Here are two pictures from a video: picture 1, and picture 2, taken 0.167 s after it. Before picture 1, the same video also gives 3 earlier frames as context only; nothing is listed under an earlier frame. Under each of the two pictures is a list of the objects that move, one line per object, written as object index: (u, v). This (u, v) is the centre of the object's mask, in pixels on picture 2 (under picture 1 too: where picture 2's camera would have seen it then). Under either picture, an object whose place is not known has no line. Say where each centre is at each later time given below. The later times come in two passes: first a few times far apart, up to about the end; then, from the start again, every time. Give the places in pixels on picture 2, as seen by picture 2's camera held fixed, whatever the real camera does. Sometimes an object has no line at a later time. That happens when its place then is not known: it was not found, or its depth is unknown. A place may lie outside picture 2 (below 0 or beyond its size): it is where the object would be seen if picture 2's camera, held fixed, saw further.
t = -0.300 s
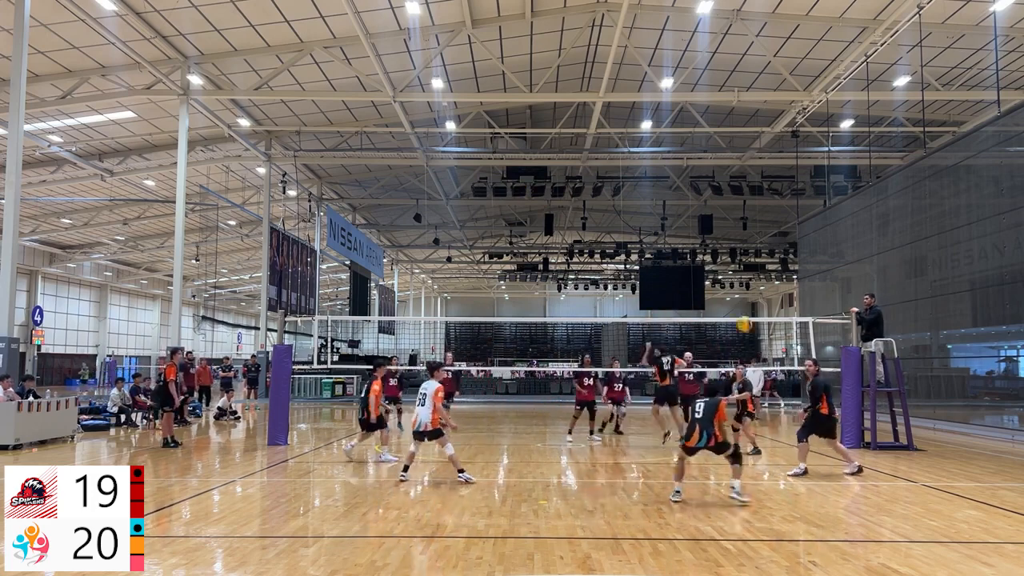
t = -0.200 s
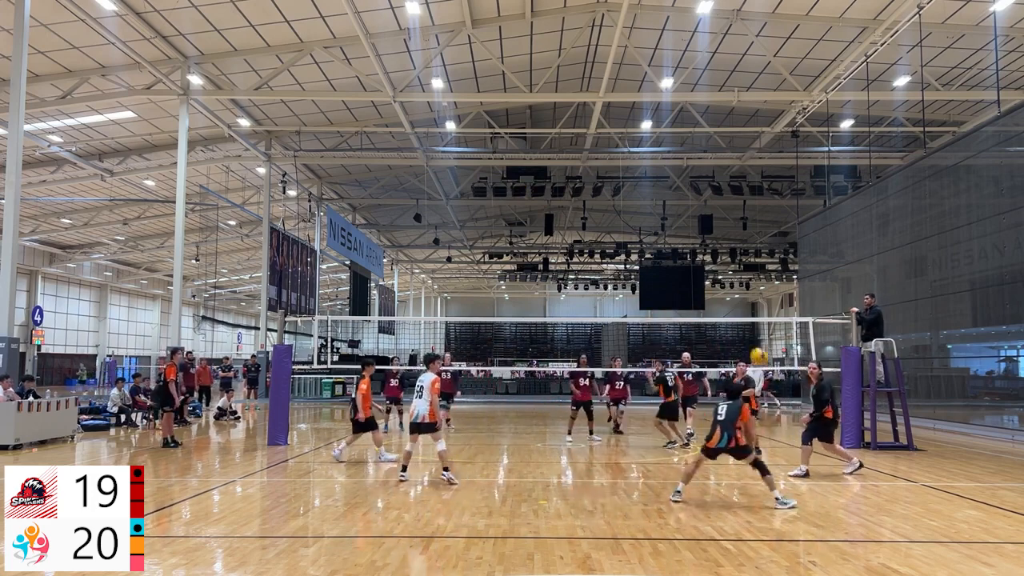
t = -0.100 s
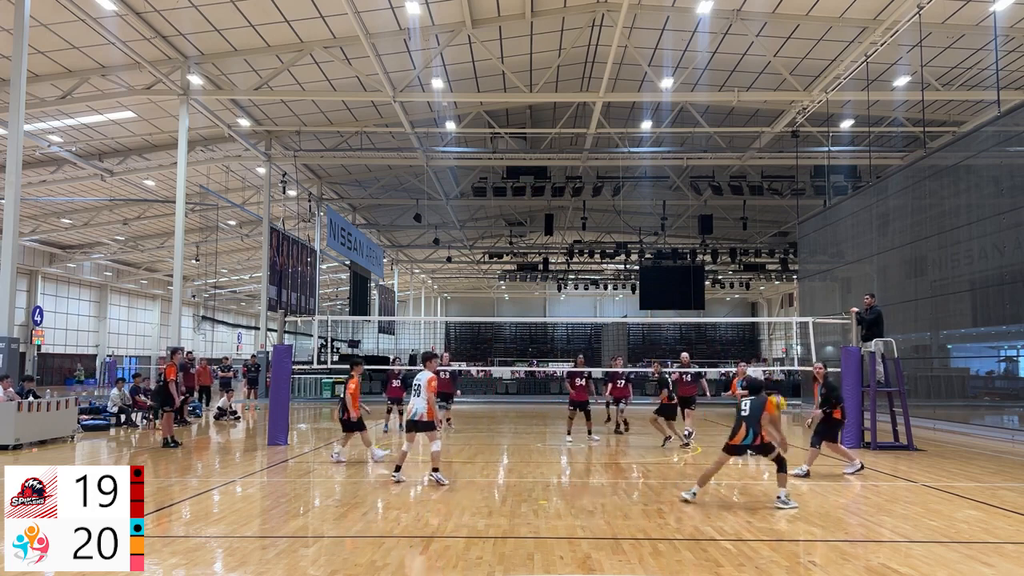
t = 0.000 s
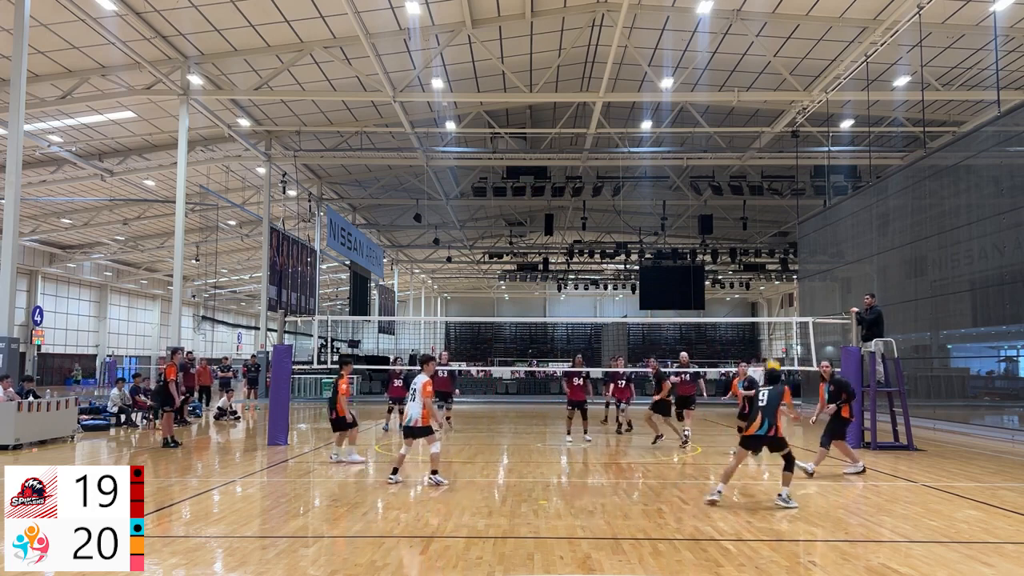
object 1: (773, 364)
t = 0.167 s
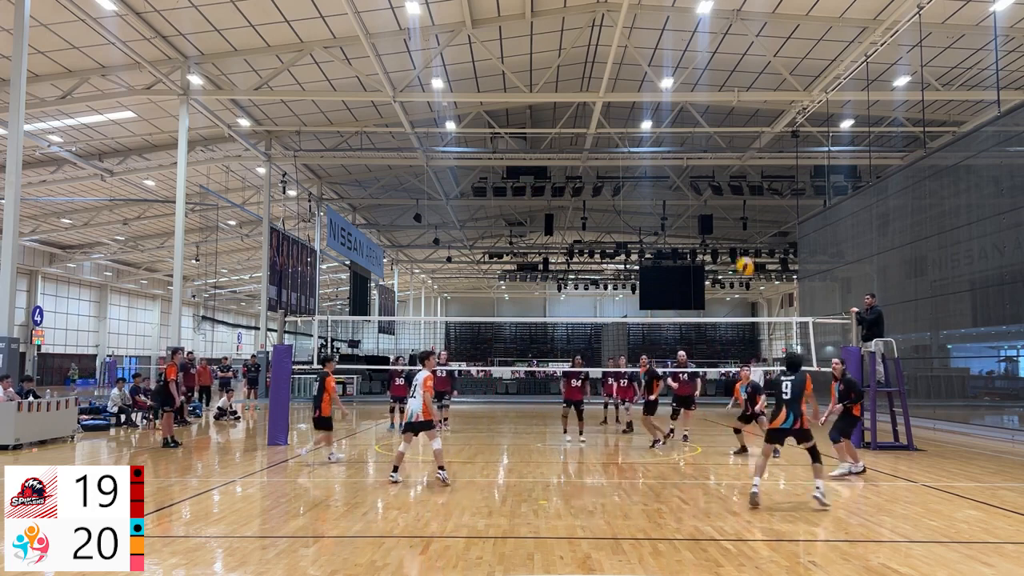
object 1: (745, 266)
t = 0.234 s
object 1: (735, 236)
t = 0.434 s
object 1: (709, 172)
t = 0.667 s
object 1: (684, 140)
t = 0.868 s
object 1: (664, 142)
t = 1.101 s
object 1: (644, 172)
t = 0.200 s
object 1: (740, 250)
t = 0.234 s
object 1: (735, 236)
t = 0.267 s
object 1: (731, 222)
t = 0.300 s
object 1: (726, 210)
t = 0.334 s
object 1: (722, 199)
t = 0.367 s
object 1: (718, 189)
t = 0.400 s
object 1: (714, 180)
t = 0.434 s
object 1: (709, 172)
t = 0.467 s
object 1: (706, 165)
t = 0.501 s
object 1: (702, 159)
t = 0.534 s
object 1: (698, 153)
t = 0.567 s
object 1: (695, 148)
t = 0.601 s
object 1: (690, 146)
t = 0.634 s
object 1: (687, 143)
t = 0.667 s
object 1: (684, 140)
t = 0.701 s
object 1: (681, 139)
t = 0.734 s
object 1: (677, 138)
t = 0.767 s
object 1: (674, 139)
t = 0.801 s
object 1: (671, 139)
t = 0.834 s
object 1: (667, 141)
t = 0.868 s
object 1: (664, 142)
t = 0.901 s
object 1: (661, 145)
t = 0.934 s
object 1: (659, 148)
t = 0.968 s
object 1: (655, 152)
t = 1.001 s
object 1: (653, 155)
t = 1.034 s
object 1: (650, 161)
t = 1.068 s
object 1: (647, 167)
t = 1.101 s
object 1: (644, 172)
